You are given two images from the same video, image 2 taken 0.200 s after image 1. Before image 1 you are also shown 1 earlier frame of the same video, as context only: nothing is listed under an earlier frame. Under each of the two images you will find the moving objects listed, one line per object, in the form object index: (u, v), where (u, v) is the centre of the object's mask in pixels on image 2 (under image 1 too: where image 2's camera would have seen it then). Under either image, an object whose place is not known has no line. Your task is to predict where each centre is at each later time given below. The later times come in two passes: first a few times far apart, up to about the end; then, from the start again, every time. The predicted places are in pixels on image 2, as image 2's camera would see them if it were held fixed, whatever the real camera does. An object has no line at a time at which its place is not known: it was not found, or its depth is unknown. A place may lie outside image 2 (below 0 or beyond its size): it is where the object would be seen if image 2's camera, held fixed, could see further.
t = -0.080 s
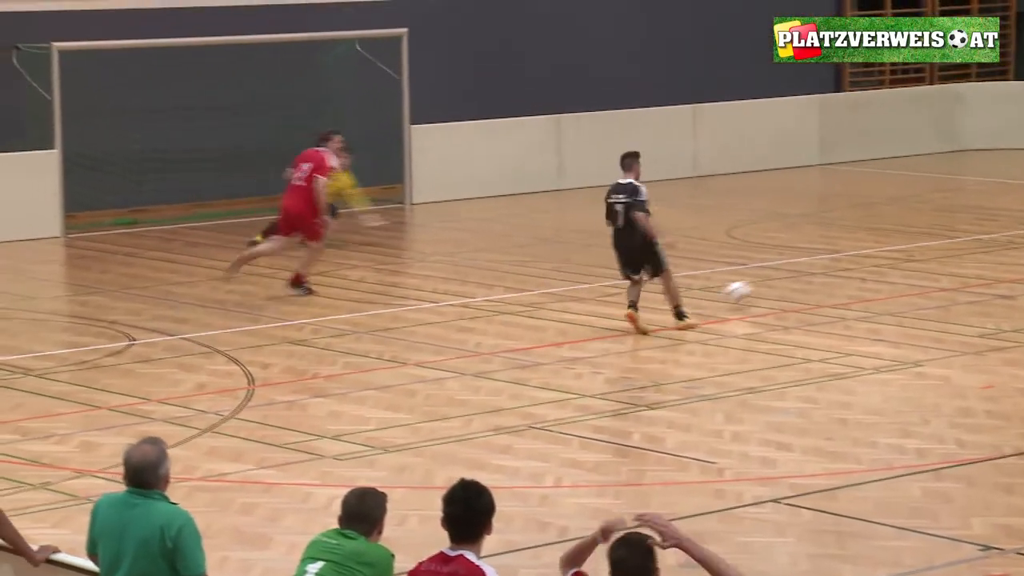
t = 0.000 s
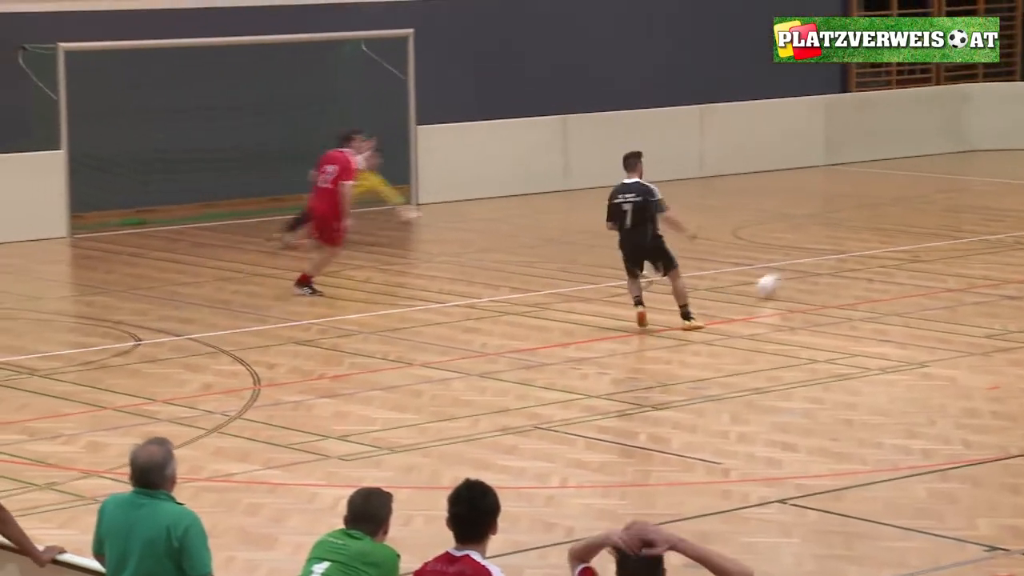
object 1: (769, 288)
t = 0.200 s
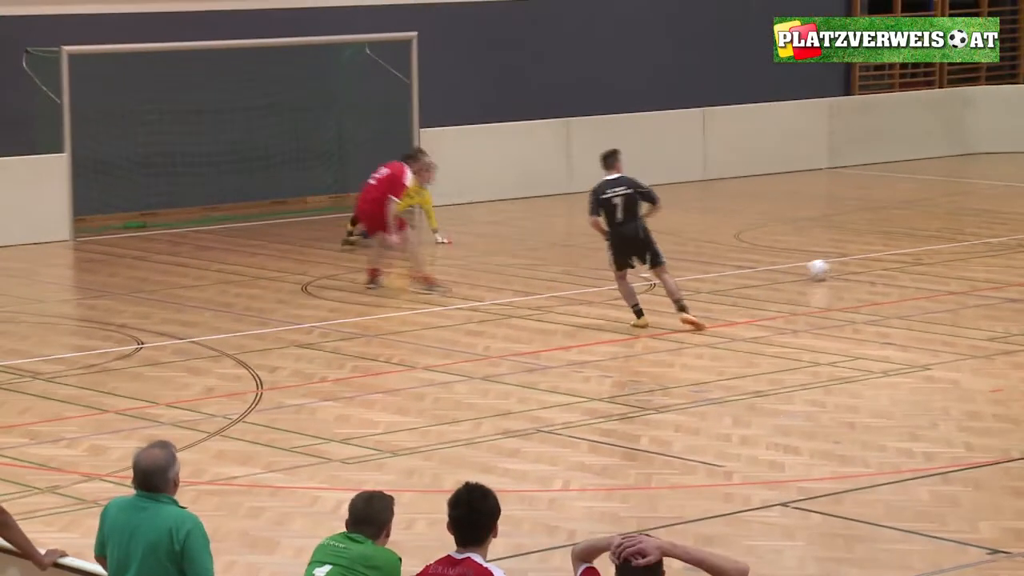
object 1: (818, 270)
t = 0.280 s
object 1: (833, 259)
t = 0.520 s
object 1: (875, 242)
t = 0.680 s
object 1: (899, 236)
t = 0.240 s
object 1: (826, 264)
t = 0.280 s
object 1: (833, 259)
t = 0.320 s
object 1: (841, 253)
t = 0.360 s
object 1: (848, 251)
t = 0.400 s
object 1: (855, 250)
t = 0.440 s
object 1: (861, 251)
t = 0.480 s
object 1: (868, 248)
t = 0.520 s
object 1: (875, 242)
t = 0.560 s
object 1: (881, 240)
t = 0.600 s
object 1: (887, 237)
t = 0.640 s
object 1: (892, 237)
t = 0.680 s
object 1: (899, 236)
